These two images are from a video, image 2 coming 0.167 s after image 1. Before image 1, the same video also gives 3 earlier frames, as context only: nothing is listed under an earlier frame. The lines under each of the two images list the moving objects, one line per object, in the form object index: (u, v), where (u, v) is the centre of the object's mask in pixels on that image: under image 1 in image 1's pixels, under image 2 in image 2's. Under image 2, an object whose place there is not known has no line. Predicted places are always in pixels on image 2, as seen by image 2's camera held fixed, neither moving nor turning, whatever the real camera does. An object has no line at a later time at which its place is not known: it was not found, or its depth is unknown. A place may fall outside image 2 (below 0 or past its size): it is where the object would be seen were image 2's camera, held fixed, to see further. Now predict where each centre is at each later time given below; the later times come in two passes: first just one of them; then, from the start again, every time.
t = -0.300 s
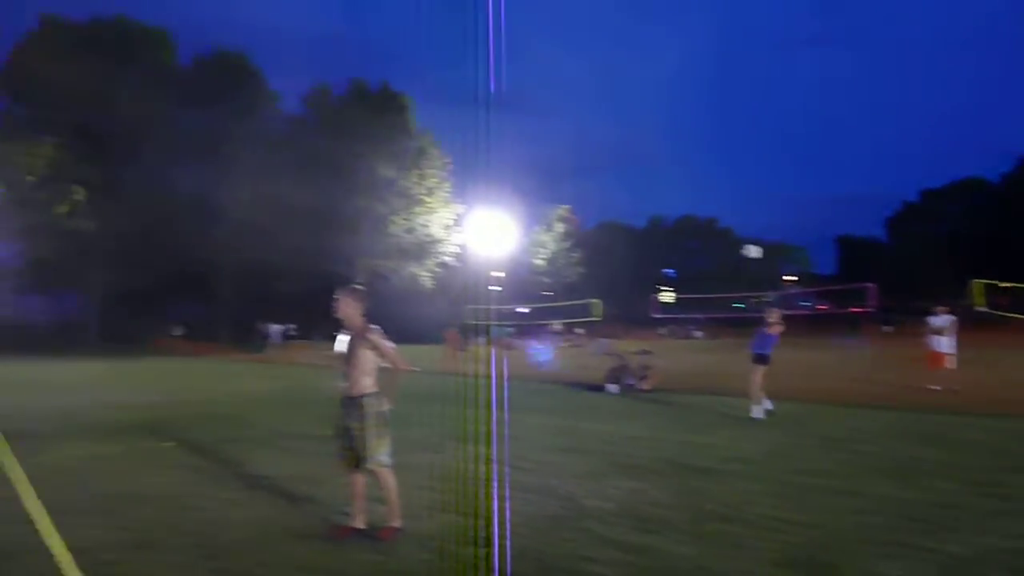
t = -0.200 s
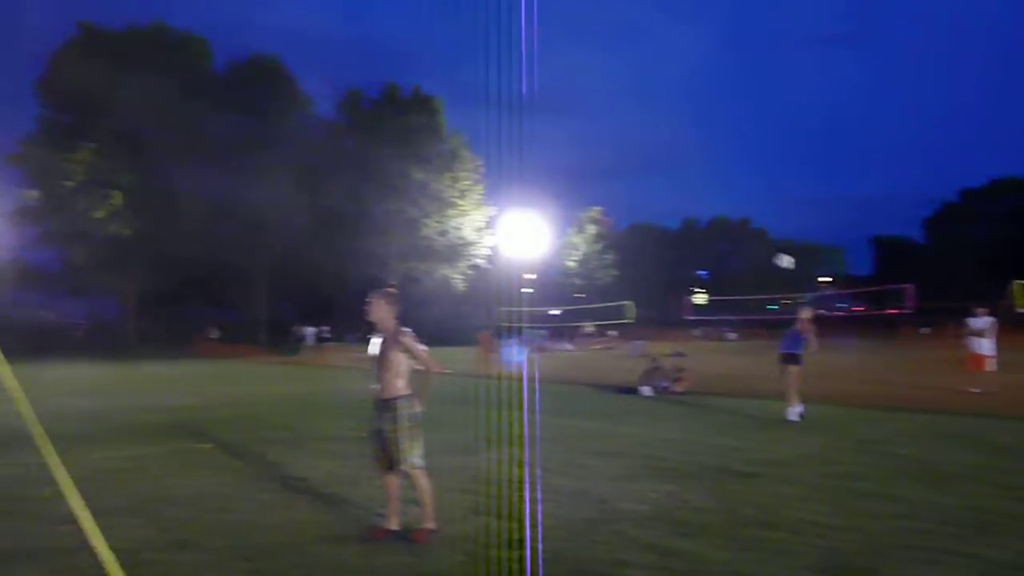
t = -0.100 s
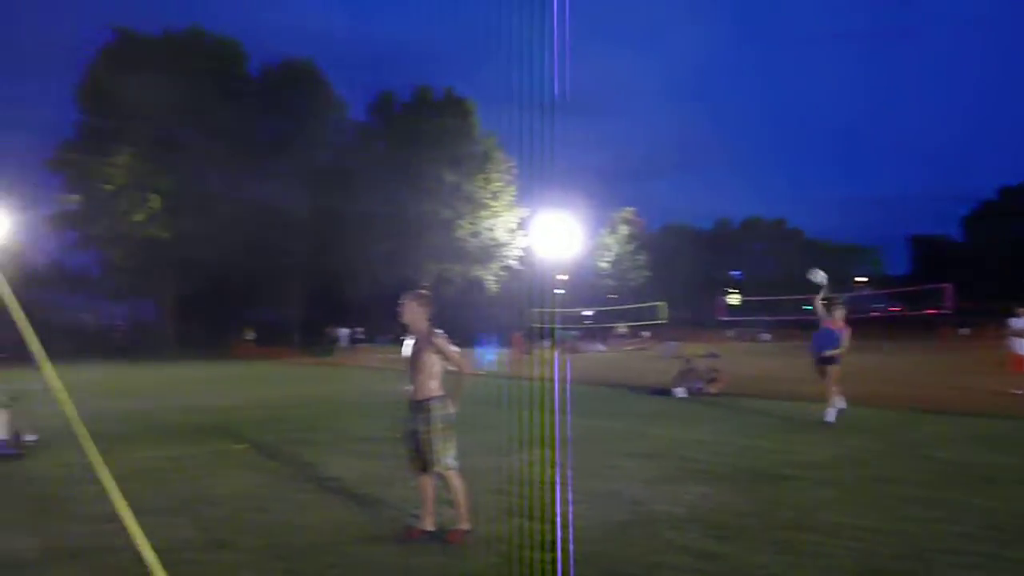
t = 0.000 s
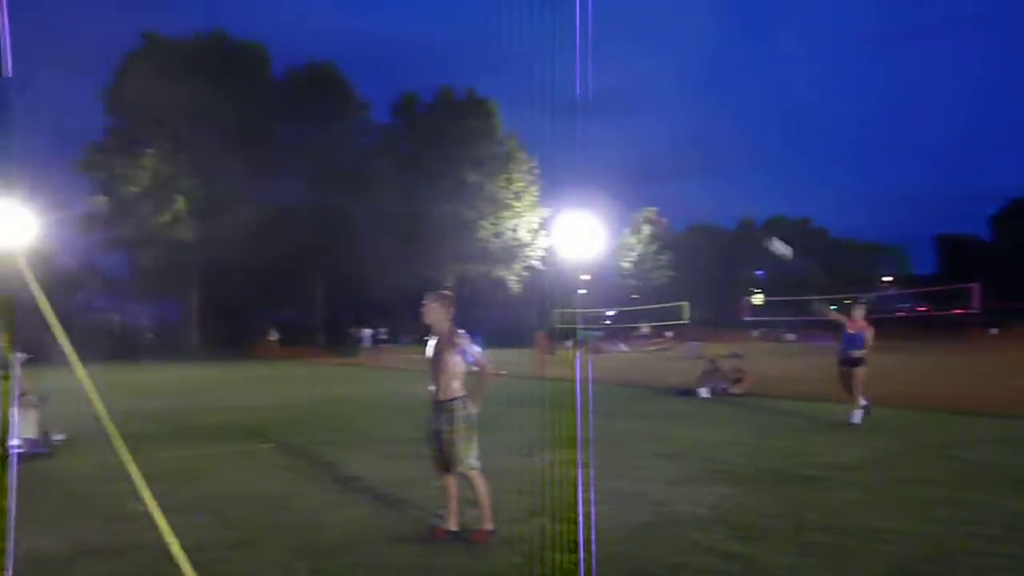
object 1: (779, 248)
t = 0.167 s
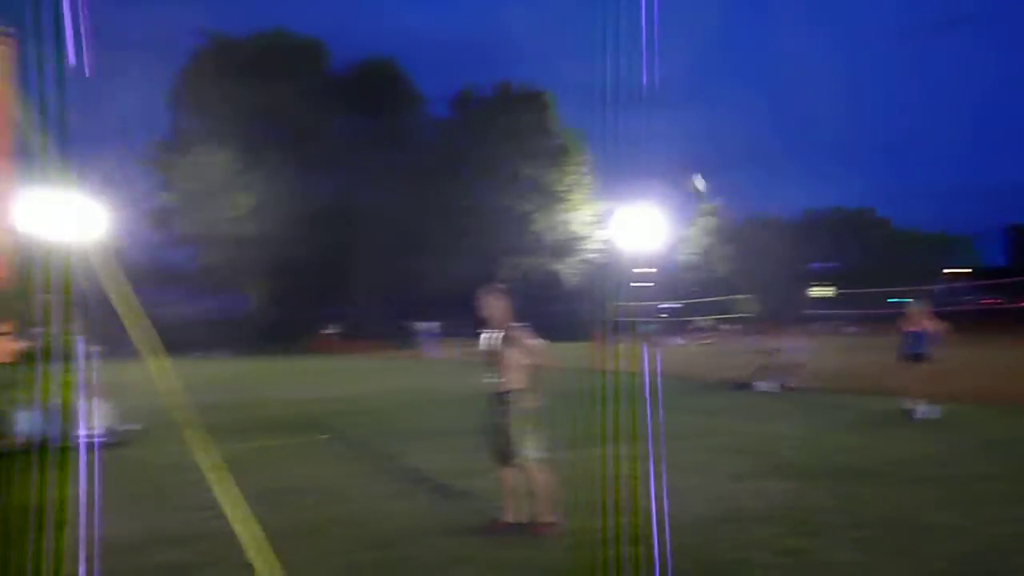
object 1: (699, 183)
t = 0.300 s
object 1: (565, 150)
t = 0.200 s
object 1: (668, 173)
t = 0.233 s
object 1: (633, 165)
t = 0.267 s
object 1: (602, 157)
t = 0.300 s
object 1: (565, 150)
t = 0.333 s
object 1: (531, 144)
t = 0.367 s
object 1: (496, 139)
